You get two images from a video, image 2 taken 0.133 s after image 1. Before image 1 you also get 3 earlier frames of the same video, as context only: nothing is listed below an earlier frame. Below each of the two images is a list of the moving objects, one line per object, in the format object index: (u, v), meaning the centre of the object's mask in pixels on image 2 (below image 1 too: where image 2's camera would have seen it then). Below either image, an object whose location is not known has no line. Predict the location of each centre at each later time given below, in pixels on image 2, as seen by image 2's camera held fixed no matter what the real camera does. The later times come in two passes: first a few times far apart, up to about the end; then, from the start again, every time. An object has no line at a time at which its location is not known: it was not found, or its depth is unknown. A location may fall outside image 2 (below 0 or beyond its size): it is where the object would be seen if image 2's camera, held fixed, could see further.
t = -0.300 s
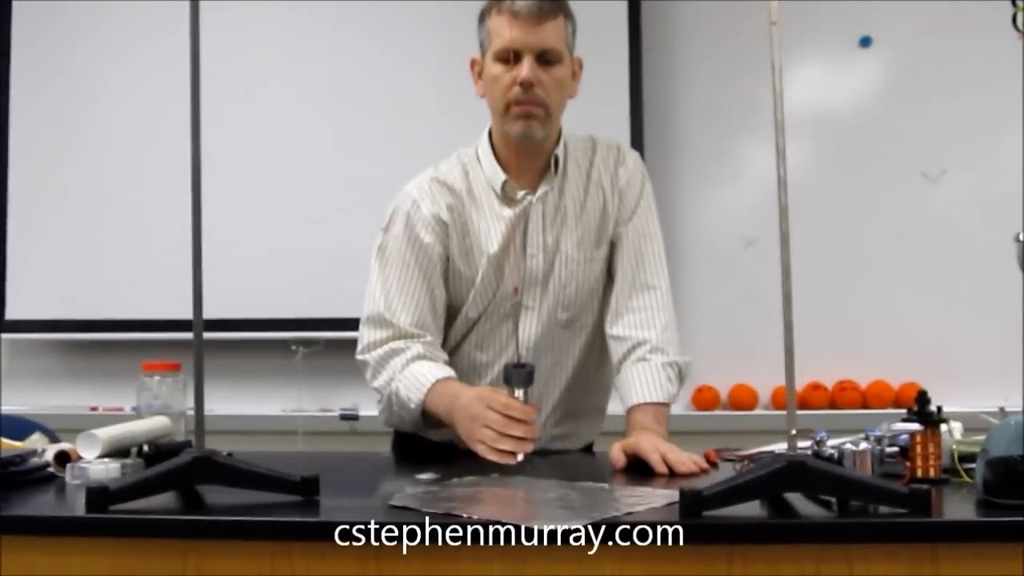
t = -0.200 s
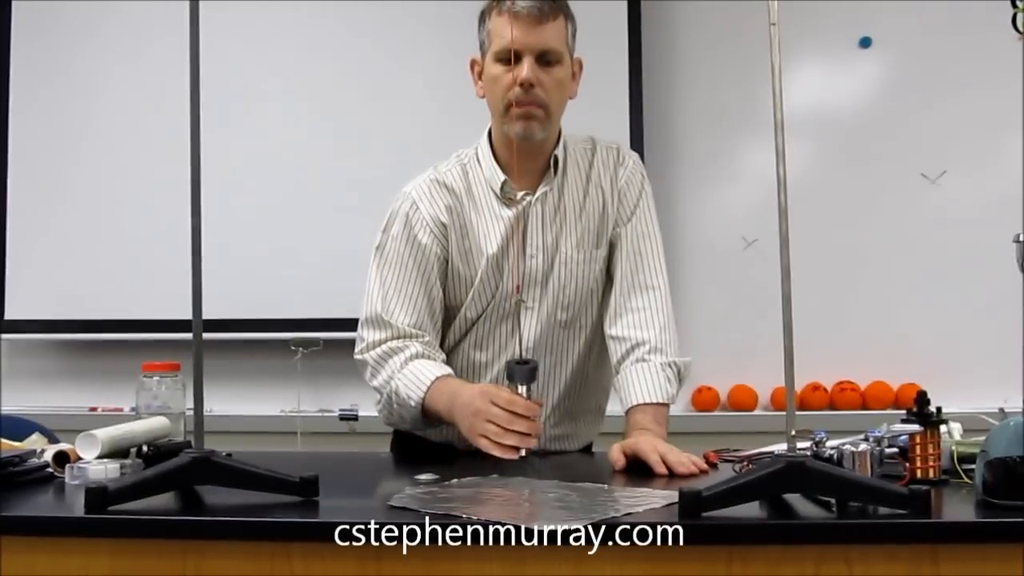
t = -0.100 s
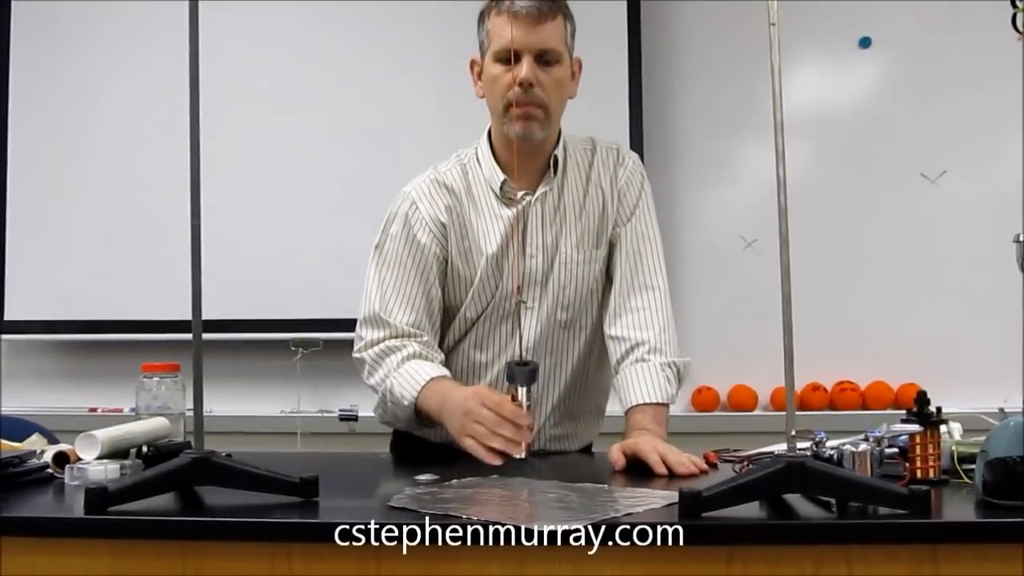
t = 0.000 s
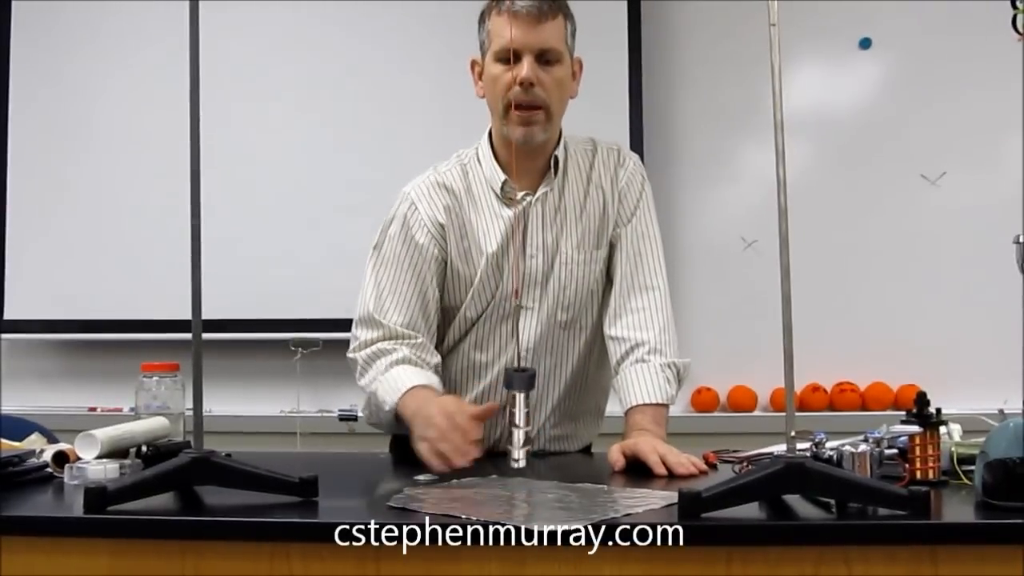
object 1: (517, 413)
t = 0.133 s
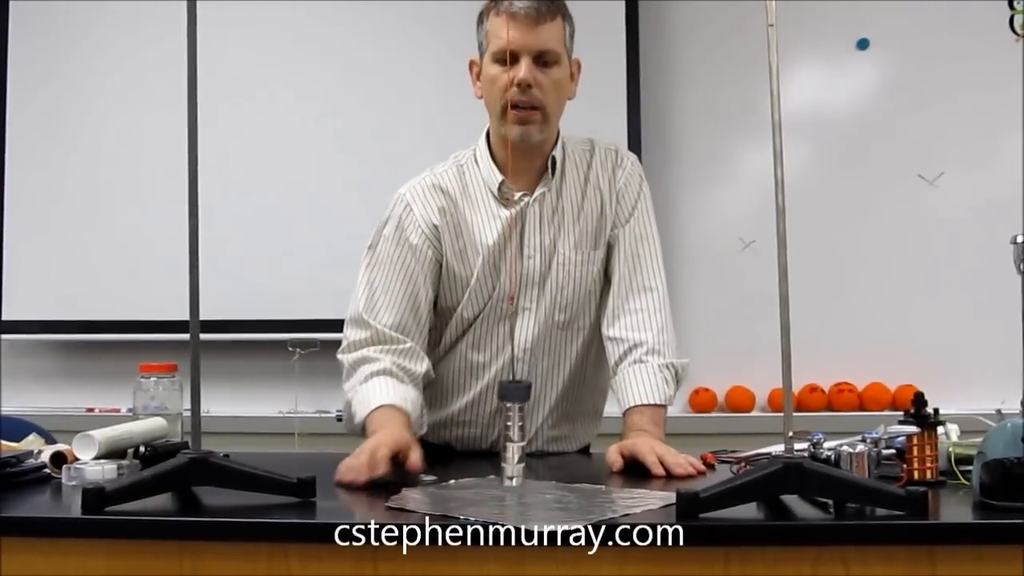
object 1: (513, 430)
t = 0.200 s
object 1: (511, 437)
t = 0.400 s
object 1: (503, 442)
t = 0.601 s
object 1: (499, 432)
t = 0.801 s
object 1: (502, 431)
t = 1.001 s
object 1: (509, 442)
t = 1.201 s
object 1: (516, 438)
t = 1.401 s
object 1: (519, 416)
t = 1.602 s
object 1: (518, 405)
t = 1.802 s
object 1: (512, 419)
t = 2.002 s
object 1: (505, 440)
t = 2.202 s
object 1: (500, 441)
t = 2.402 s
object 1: (500, 431)
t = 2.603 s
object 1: (507, 434)
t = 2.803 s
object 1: (516, 443)
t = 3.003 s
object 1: (522, 435)
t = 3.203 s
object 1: (520, 413)
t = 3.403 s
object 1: (515, 408)
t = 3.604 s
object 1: (507, 424)
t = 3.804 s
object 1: (499, 442)
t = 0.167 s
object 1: (512, 434)
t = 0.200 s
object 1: (511, 437)
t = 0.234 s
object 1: (510, 440)
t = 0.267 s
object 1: (509, 443)
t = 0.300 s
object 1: (507, 444)
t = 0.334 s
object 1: (506, 444)
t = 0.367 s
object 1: (505, 443)
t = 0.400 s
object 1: (503, 442)
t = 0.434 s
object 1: (502, 441)
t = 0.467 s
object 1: (501, 439)
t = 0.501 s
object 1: (501, 437)
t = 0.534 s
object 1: (500, 435)
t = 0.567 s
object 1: (500, 434)
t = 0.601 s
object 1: (499, 432)
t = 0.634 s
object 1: (499, 430)
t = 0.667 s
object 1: (499, 429)
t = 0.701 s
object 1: (500, 429)
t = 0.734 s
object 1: (500, 429)
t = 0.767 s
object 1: (501, 430)
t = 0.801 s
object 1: (502, 431)
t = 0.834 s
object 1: (503, 433)
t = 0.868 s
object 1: (504, 435)
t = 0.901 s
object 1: (506, 437)
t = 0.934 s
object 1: (507, 439)
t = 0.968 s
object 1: (508, 440)
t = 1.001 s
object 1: (509, 442)
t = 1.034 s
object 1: (511, 443)
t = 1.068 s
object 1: (512, 444)
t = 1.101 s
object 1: (513, 444)
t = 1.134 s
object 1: (514, 443)
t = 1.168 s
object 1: (515, 441)
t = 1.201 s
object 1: (516, 438)
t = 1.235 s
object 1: (517, 435)
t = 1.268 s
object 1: (518, 432)
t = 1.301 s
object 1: (518, 427)
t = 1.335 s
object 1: (519, 423)
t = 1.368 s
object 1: (519, 419)
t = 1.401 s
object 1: (519, 416)
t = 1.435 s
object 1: (519, 413)
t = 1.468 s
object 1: (519, 411)
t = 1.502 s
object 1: (519, 408)
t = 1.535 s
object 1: (519, 407)
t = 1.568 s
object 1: (518, 406)
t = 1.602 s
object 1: (518, 405)
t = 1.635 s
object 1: (517, 406)
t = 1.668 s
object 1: (516, 408)
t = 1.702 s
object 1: (515, 410)
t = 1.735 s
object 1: (514, 413)
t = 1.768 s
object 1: (513, 416)
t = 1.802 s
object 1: (512, 419)
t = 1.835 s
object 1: (511, 423)
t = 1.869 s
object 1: (510, 426)
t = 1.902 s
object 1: (509, 429)
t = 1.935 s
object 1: (508, 433)
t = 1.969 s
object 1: (507, 437)
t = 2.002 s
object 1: (505, 440)
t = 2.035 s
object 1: (504, 443)
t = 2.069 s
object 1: (503, 444)
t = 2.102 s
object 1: (502, 444)
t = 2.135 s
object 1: (501, 444)
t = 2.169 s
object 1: (500, 443)
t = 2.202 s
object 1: (500, 441)
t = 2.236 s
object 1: (499, 440)
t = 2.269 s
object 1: (499, 438)
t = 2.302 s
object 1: (499, 436)
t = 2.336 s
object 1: (499, 434)
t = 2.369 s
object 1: (500, 433)
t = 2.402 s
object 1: (500, 431)
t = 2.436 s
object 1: (501, 430)
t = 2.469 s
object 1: (502, 430)
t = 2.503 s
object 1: (503, 430)
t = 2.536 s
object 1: (505, 431)
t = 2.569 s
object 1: (506, 432)
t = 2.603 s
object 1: (507, 434)
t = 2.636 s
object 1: (509, 436)
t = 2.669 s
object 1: (510, 438)
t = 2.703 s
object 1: (512, 439)
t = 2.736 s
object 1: (513, 441)
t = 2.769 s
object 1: (515, 442)
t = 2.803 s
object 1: (516, 443)
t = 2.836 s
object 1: (517, 445)
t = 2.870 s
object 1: (519, 444)
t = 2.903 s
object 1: (520, 443)
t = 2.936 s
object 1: (520, 440)
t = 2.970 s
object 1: (521, 438)
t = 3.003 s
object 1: (522, 435)
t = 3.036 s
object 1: (522, 431)
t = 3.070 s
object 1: (522, 427)
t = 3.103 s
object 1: (521, 424)
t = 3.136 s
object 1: (521, 420)
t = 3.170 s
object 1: (521, 416)
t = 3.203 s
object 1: (520, 413)
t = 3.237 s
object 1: (519, 411)
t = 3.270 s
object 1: (519, 409)
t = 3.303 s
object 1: (518, 408)
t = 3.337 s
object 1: (517, 407)
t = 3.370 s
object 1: (516, 407)
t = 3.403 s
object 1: (515, 408)
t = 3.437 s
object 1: (513, 409)
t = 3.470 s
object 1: (512, 412)
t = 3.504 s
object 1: (511, 414)
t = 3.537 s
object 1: (509, 416)
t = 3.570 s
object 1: (508, 420)
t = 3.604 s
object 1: (507, 424)
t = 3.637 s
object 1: (506, 428)
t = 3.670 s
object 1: (504, 431)
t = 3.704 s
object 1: (502, 435)
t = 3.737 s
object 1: (501, 438)
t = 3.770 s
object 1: (500, 440)
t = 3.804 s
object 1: (499, 442)
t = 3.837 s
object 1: (498, 444)
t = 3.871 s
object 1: (497, 445)
